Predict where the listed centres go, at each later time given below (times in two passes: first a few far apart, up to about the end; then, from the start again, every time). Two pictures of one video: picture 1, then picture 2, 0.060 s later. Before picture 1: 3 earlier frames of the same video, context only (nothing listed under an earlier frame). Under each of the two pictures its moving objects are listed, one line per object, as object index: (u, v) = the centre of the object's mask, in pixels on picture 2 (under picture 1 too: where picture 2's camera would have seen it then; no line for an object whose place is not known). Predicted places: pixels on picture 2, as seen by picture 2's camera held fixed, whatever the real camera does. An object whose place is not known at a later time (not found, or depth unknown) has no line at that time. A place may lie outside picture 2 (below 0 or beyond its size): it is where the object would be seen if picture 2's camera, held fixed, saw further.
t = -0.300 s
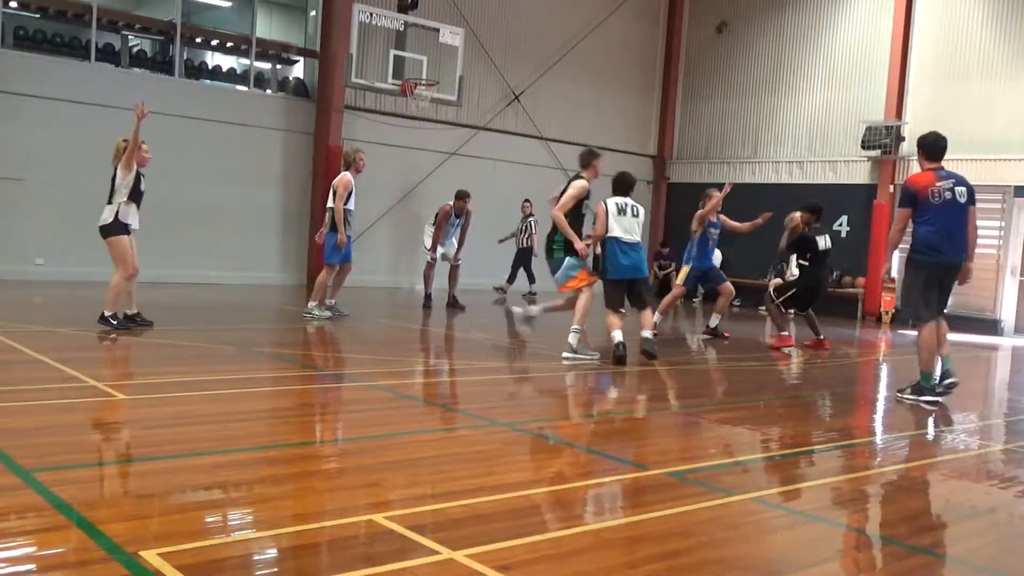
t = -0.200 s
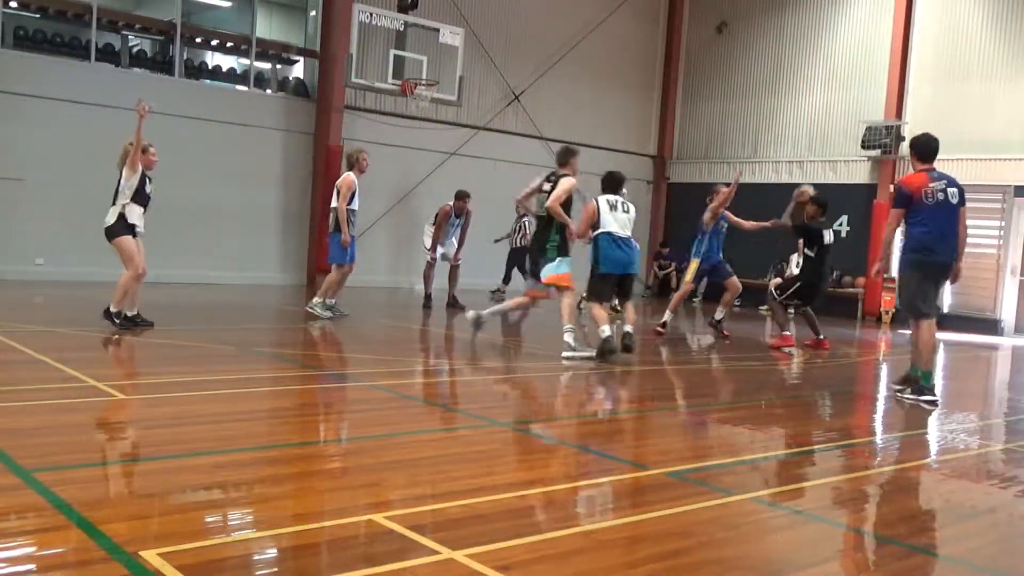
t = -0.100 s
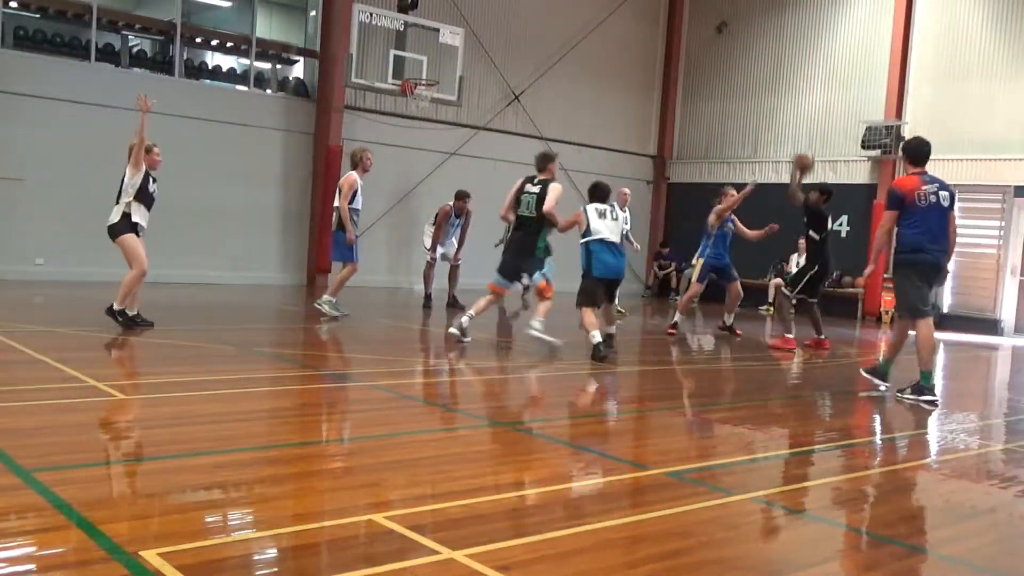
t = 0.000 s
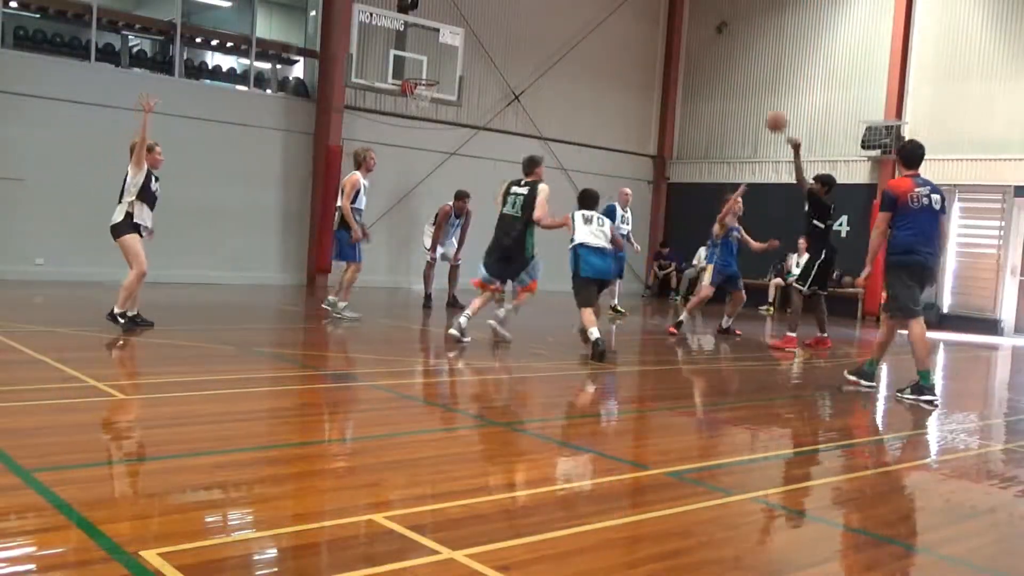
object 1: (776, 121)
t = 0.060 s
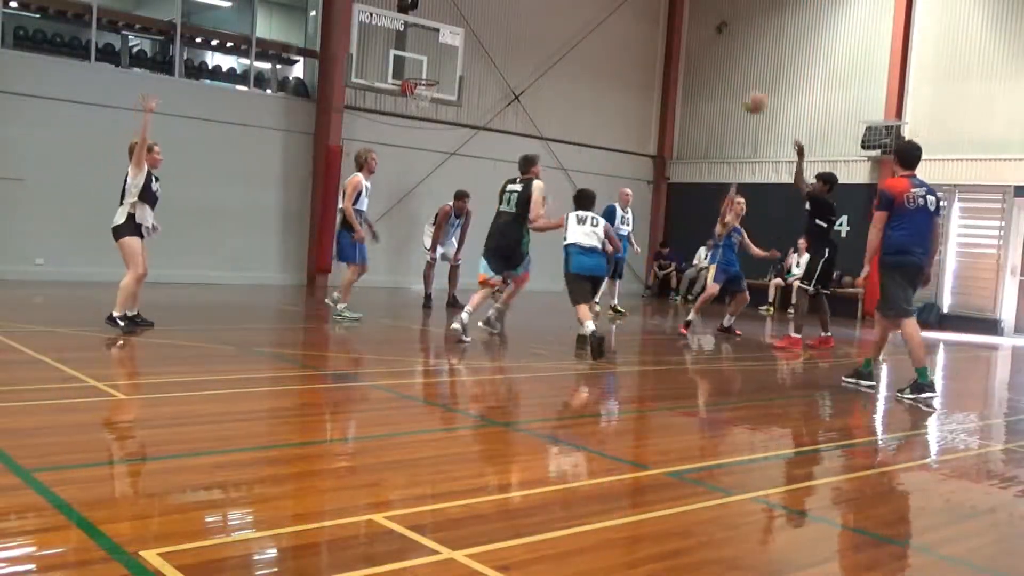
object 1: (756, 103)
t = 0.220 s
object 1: (695, 67)
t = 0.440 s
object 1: (611, 58)
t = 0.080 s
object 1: (746, 96)
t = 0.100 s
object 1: (739, 91)
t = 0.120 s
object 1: (734, 87)
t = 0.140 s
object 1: (725, 82)
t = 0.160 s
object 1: (717, 77)
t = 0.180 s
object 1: (709, 74)
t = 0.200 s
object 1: (702, 71)
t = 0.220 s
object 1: (695, 67)
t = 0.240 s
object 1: (689, 62)
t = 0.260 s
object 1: (679, 63)
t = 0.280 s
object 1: (673, 62)
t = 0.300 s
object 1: (666, 59)
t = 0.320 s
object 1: (659, 58)
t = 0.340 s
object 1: (650, 57)
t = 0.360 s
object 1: (641, 56)
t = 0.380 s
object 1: (635, 57)
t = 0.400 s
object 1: (627, 57)
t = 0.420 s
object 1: (619, 58)
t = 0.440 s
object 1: (611, 58)
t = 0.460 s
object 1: (603, 59)
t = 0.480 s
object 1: (595, 62)
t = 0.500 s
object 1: (588, 64)
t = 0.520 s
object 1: (581, 67)
